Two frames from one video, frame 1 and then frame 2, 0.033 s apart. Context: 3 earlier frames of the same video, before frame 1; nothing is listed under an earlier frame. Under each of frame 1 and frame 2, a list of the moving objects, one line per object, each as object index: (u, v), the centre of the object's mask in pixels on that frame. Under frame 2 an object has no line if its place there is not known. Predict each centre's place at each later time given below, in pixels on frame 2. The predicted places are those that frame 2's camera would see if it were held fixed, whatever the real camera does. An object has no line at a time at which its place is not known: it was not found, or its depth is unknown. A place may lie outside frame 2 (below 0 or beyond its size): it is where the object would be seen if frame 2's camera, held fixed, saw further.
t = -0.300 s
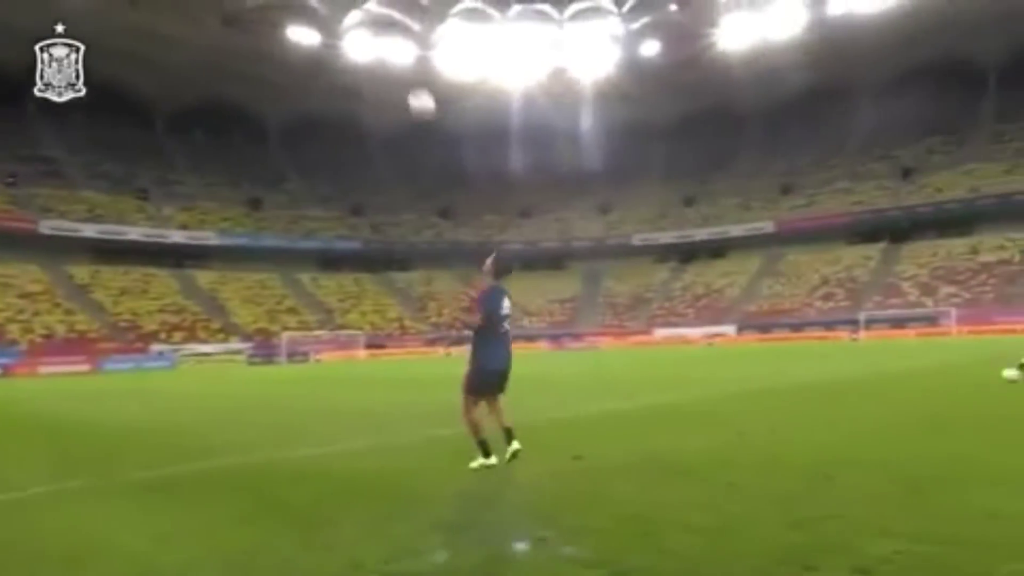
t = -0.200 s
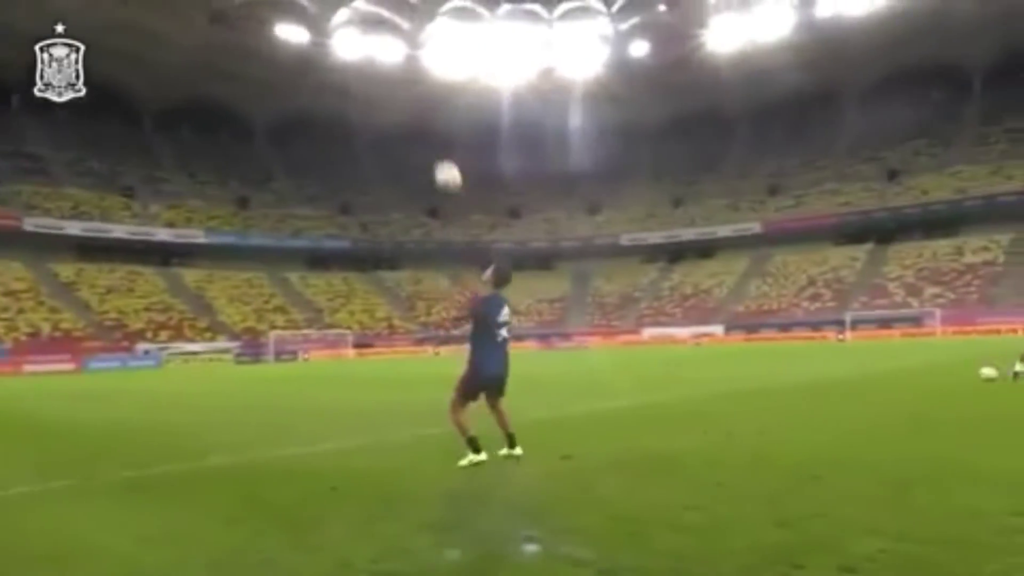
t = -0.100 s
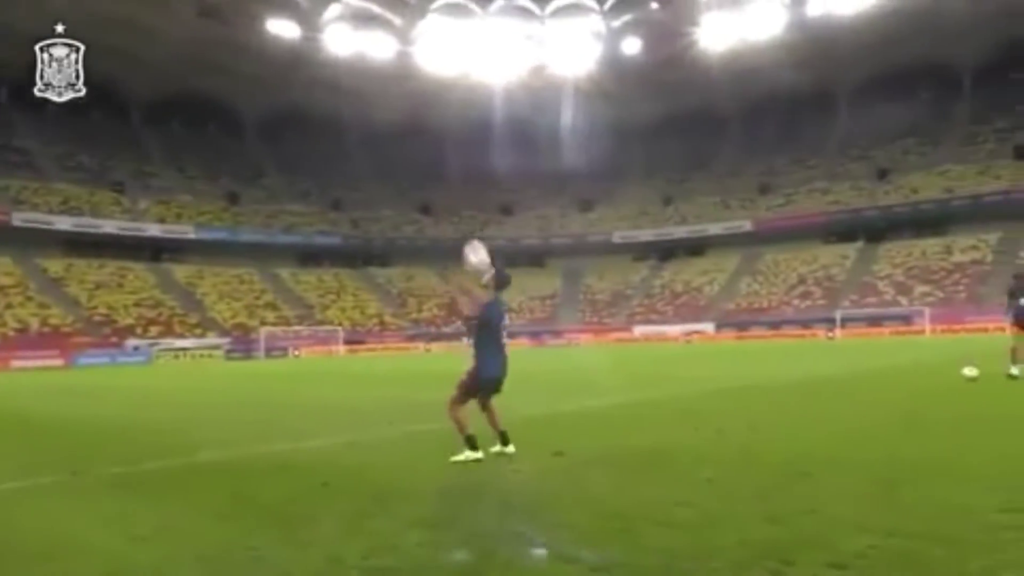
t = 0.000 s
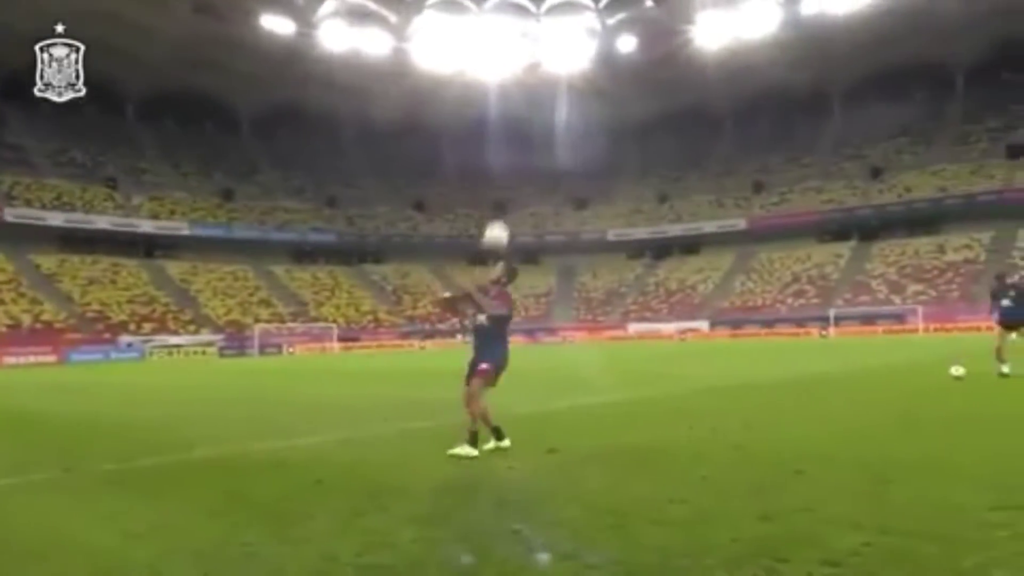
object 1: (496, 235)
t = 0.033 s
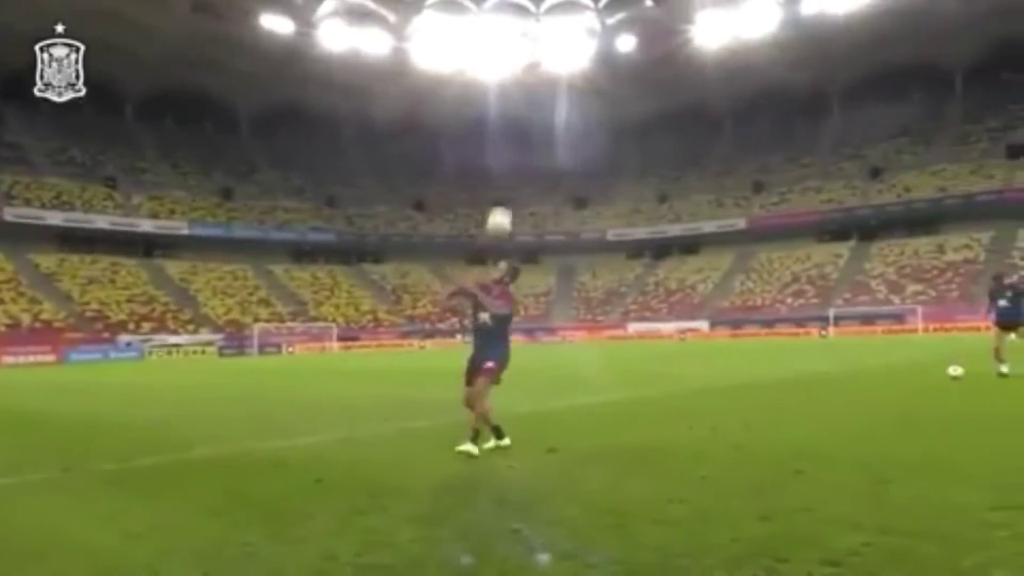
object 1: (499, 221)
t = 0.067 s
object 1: (507, 195)
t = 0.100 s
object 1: (514, 172)
